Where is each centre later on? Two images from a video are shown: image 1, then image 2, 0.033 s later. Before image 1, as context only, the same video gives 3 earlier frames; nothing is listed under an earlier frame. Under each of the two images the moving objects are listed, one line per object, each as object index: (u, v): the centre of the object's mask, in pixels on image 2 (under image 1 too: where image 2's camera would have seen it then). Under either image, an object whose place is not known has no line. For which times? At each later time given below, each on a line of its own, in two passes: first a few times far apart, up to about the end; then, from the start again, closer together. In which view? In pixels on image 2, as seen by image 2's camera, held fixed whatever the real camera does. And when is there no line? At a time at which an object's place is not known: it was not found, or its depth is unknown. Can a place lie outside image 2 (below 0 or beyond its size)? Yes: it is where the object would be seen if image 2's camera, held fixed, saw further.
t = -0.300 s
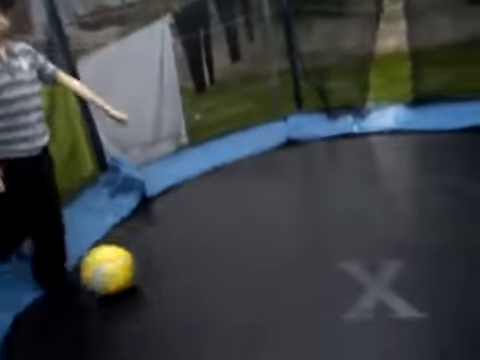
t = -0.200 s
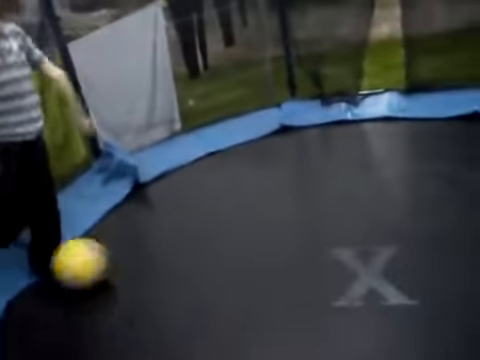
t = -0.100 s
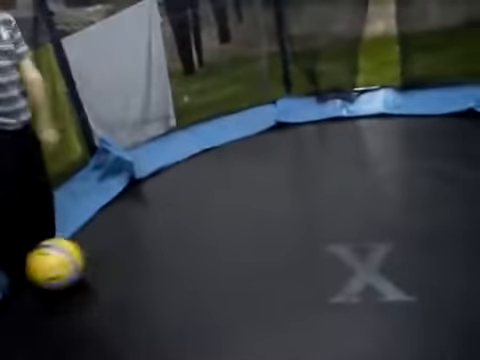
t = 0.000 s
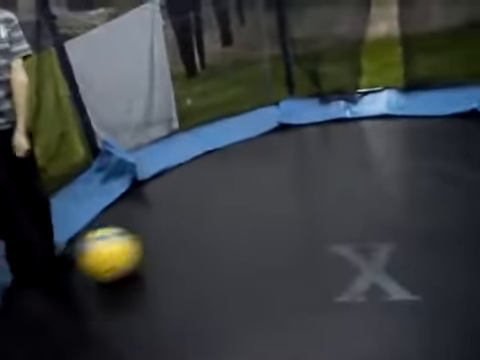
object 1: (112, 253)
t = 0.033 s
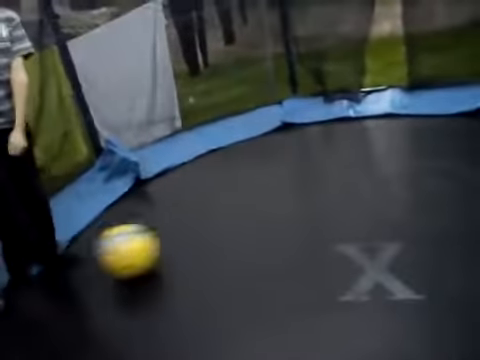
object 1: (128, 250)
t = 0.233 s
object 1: (205, 245)
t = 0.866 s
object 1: (397, 222)
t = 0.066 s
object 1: (143, 249)
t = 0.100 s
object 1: (156, 248)
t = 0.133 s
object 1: (169, 246)
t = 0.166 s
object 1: (181, 244)
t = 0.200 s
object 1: (194, 245)
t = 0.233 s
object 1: (205, 245)
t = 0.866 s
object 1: (397, 222)
